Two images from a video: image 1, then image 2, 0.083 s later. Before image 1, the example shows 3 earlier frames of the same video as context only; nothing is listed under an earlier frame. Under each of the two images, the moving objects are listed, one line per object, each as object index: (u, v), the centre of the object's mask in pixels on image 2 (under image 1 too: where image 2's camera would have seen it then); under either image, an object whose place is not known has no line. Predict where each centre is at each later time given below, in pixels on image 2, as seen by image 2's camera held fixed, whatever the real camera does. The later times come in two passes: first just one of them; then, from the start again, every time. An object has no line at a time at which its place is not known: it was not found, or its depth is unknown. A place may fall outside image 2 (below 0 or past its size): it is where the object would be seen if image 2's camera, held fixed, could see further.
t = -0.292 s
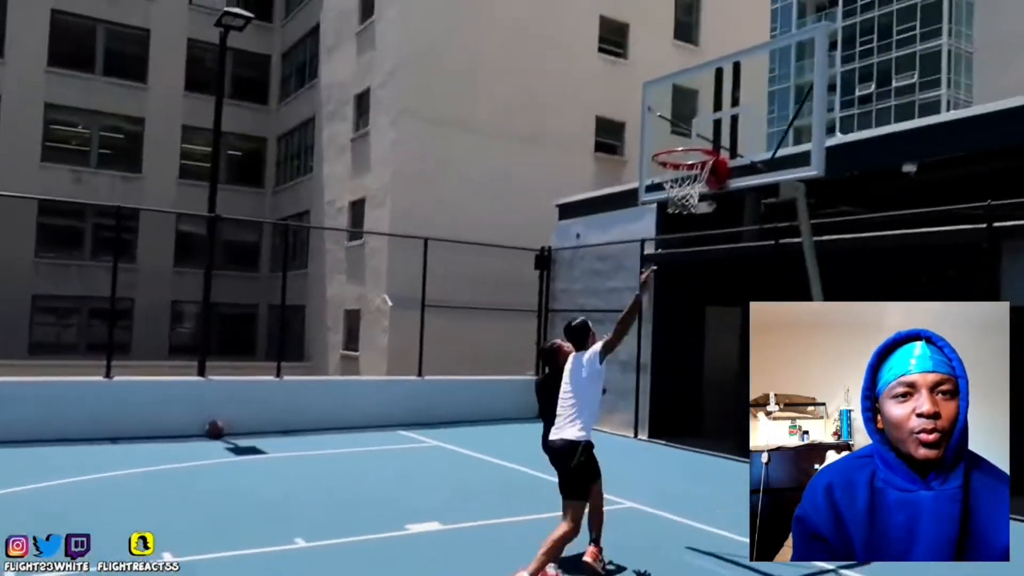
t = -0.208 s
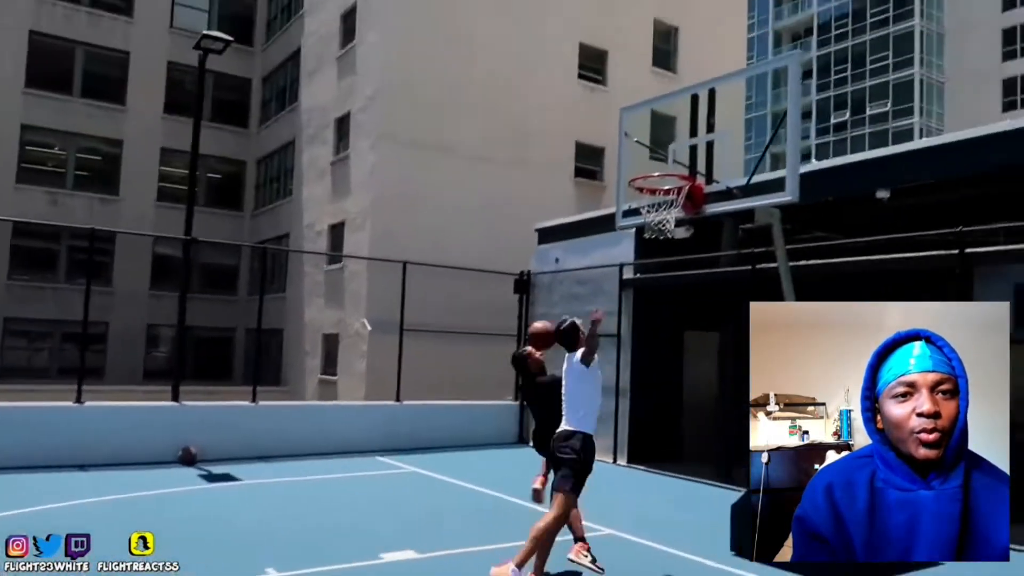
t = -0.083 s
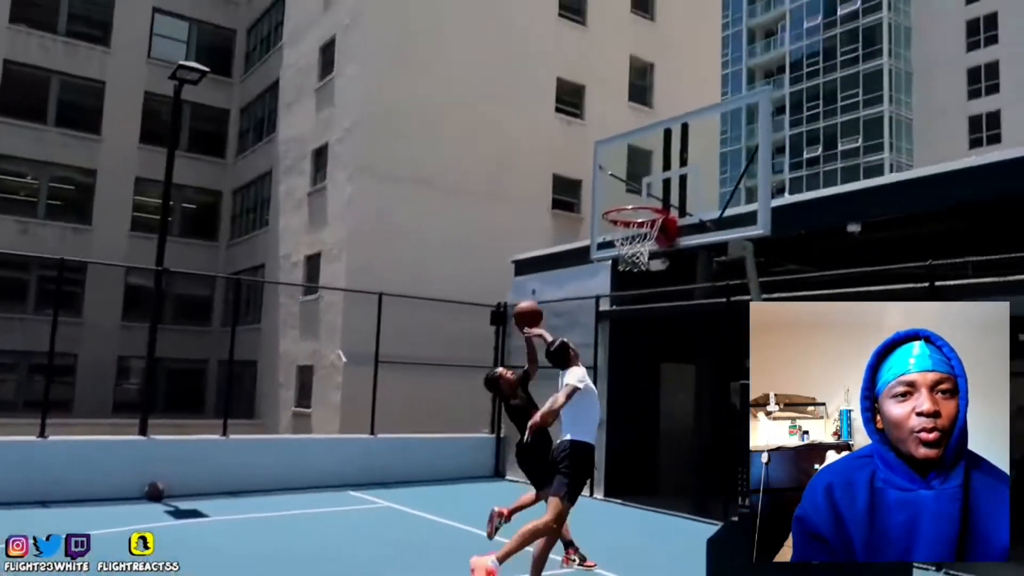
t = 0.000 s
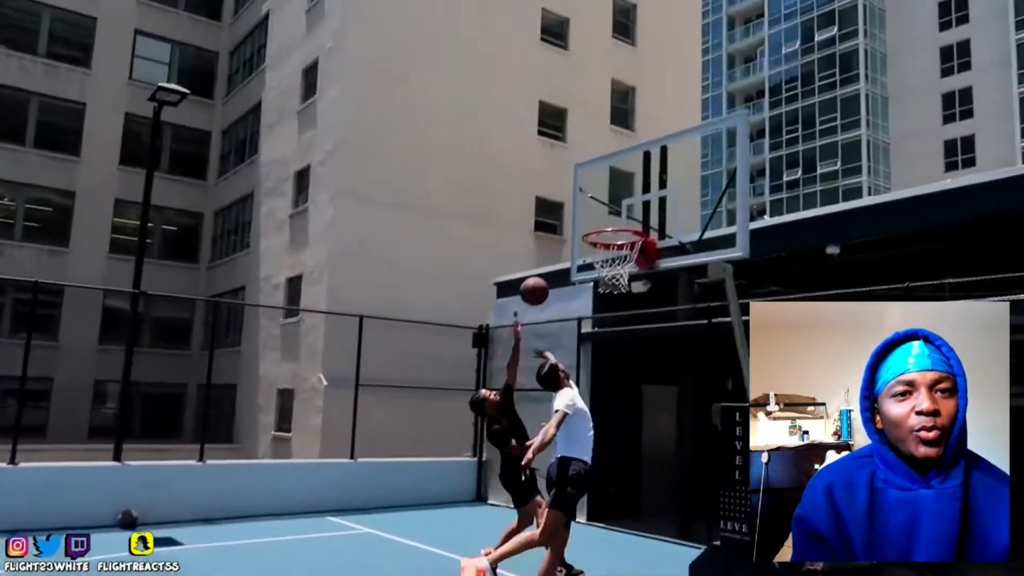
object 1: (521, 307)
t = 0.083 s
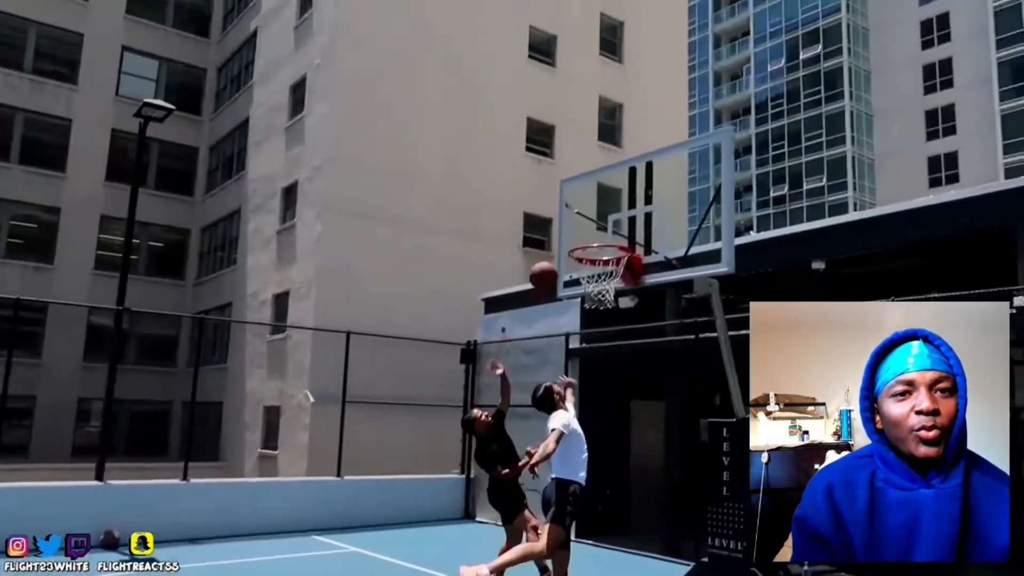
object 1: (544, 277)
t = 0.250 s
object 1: (588, 219)
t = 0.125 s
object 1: (560, 256)
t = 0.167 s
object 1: (582, 233)
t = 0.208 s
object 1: (589, 226)
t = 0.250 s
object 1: (588, 219)
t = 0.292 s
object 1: (587, 213)
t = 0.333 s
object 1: (584, 209)
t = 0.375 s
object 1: (582, 206)
